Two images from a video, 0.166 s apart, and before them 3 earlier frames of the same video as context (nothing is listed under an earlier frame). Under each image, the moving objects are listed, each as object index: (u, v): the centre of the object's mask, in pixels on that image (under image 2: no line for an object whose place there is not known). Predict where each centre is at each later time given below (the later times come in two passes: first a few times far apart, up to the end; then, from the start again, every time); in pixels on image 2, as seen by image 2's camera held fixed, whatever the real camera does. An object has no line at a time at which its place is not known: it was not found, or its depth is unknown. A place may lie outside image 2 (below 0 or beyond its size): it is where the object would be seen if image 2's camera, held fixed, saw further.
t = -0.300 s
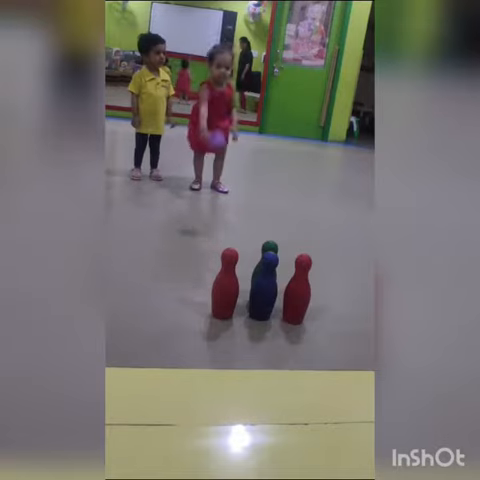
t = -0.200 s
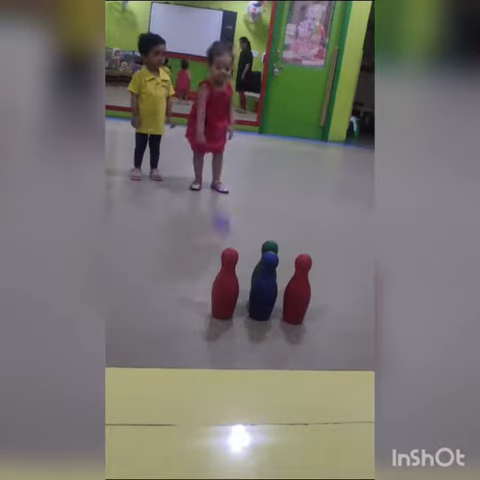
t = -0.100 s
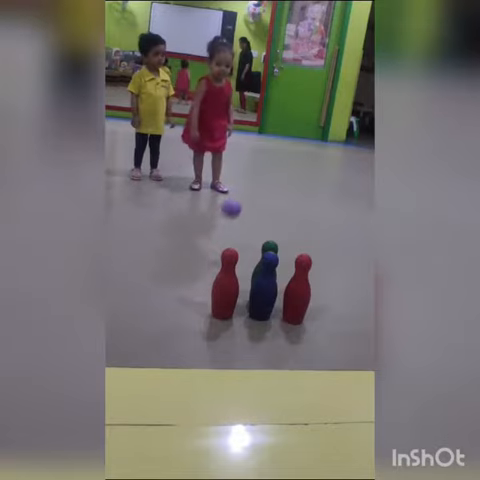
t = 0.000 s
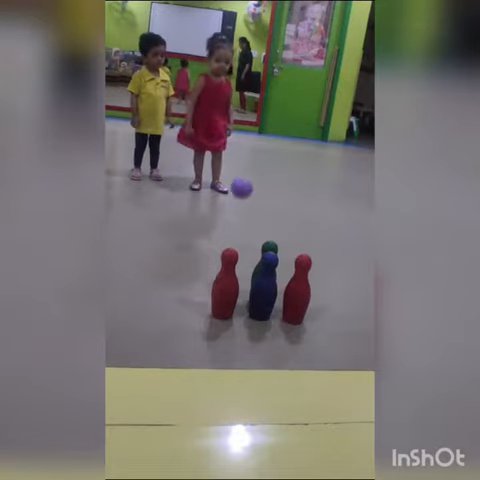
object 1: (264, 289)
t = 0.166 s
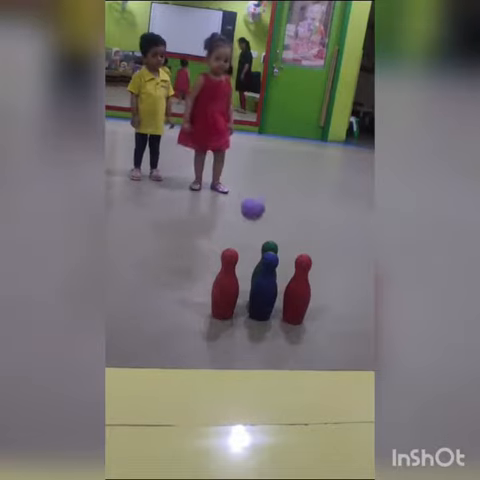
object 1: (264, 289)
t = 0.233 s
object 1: (264, 289)
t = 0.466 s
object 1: (274, 300)
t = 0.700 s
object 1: (297, 319)
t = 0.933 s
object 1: (303, 334)
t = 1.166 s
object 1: (302, 341)
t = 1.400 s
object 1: (300, 345)
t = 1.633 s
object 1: (300, 346)
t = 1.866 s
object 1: (303, 345)
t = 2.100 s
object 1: (306, 344)
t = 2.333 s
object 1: (307, 344)
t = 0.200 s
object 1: (264, 289)
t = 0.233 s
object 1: (264, 289)
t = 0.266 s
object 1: (265, 289)
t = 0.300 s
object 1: (266, 290)
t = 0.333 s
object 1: (268, 290)
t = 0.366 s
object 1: (270, 292)
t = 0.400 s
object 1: (271, 295)
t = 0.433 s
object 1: (273, 298)
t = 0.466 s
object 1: (274, 300)
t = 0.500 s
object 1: (278, 304)
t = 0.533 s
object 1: (283, 309)
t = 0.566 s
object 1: (285, 317)
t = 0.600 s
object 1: (288, 325)
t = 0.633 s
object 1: (292, 323)
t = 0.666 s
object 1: (295, 320)
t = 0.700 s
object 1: (297, 319)
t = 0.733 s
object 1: (299, 322)
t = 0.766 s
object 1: (301, 328)
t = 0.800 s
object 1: (301, 335)
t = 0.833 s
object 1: (303, 337)
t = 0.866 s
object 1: (303, 334)
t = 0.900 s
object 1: (304, 334)
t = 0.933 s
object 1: (303, 334)
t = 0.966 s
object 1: (301, 337)
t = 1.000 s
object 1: (301, 338)
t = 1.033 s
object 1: (302, 339)
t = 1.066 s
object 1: (303, 339)
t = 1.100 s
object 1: (303, 341)
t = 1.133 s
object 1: (302, 342)
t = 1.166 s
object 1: (302, 341)
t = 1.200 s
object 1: (301, 342)
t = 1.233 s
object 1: (301, 342)
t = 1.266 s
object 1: (301, 343)
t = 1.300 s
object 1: (300, 344)
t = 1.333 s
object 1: (301, 343)
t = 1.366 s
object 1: (300, 343)
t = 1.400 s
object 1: (300, 345)
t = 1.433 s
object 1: (300, 345)
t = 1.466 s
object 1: (300, 345)
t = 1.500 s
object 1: (299, 345)
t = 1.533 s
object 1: (299, 345)
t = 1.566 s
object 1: (299, 345)
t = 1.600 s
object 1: (299, 345)
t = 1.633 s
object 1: (300, 346)
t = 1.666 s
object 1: (300, 345)
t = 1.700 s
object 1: (301, 346)
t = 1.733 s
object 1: (301, 346)
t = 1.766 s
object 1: (301, 346)
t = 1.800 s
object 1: (302, 345)
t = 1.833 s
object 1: (302, 345)
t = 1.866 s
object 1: (303, 345)
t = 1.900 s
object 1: (303, 345)
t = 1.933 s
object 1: (304, 345)
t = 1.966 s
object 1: (304, 345)
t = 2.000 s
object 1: (304, 345)
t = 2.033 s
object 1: (305, 345)
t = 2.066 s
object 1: (305, 345)
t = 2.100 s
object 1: (306, 344)
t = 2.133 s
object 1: (306, 344)
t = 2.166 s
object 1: (306, 344)
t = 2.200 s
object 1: (307, 344)
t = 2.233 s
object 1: (307, 344)
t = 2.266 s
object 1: (307, 344)
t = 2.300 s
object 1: (307, 344)
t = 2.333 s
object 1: (307, 344)
